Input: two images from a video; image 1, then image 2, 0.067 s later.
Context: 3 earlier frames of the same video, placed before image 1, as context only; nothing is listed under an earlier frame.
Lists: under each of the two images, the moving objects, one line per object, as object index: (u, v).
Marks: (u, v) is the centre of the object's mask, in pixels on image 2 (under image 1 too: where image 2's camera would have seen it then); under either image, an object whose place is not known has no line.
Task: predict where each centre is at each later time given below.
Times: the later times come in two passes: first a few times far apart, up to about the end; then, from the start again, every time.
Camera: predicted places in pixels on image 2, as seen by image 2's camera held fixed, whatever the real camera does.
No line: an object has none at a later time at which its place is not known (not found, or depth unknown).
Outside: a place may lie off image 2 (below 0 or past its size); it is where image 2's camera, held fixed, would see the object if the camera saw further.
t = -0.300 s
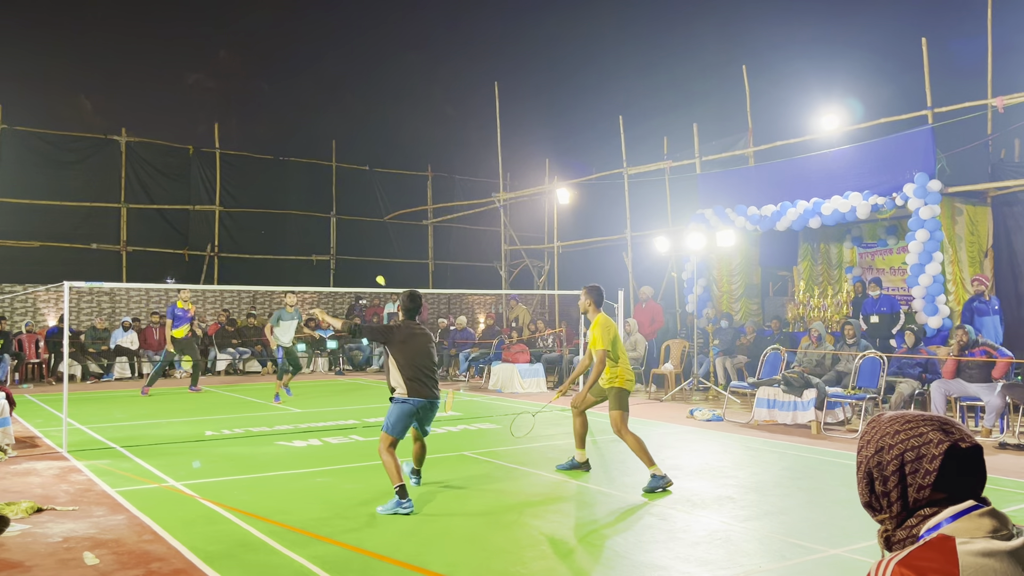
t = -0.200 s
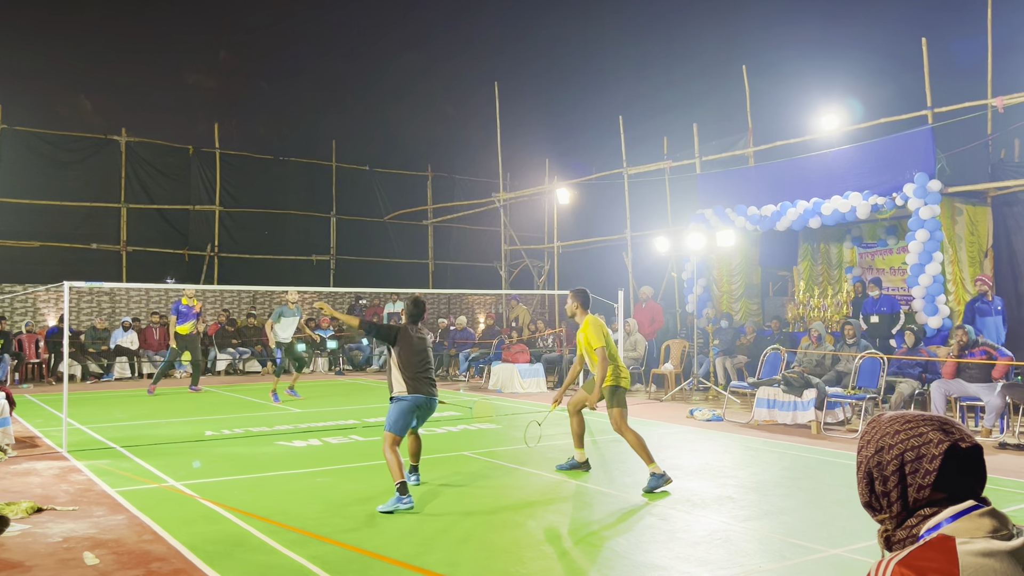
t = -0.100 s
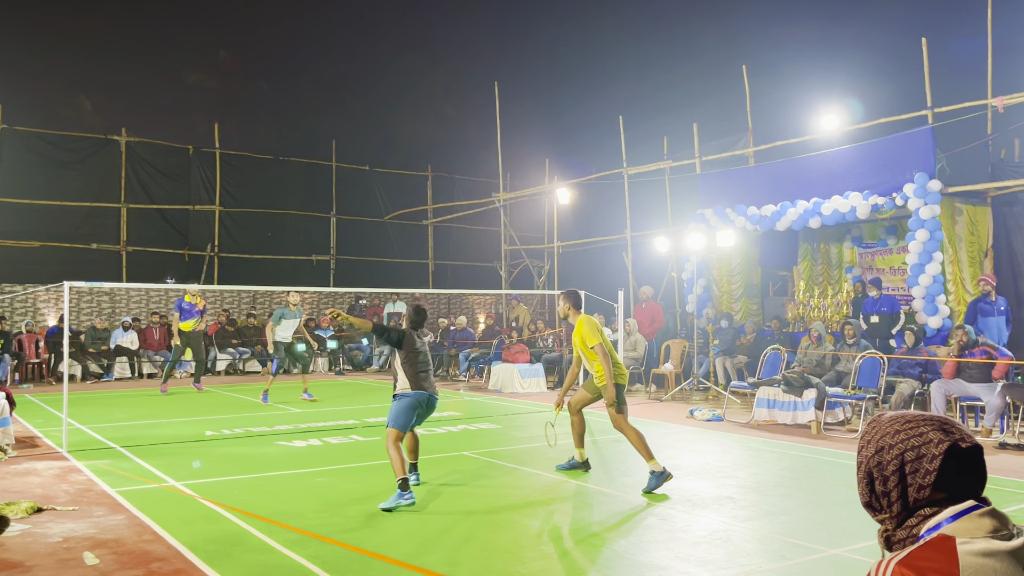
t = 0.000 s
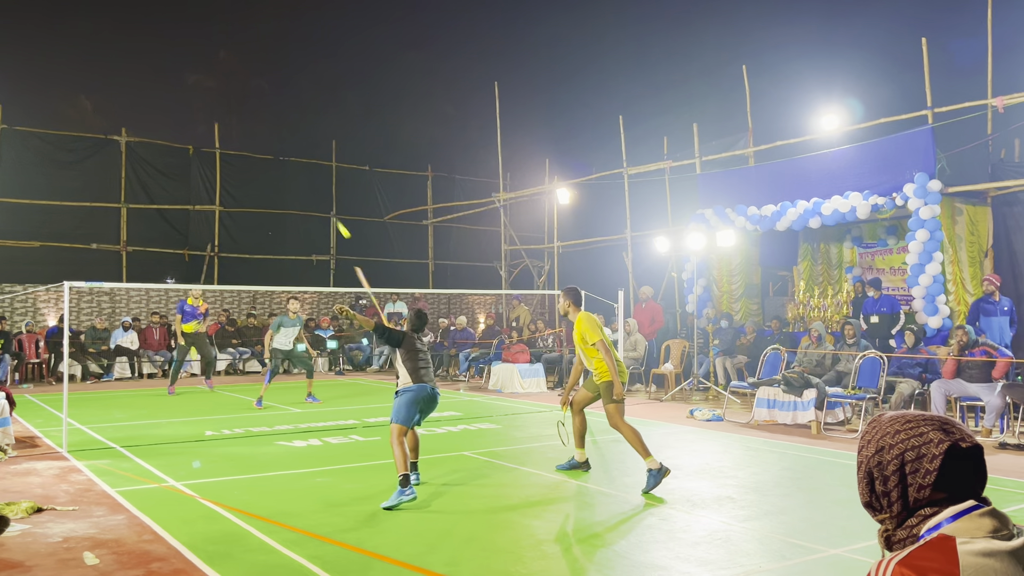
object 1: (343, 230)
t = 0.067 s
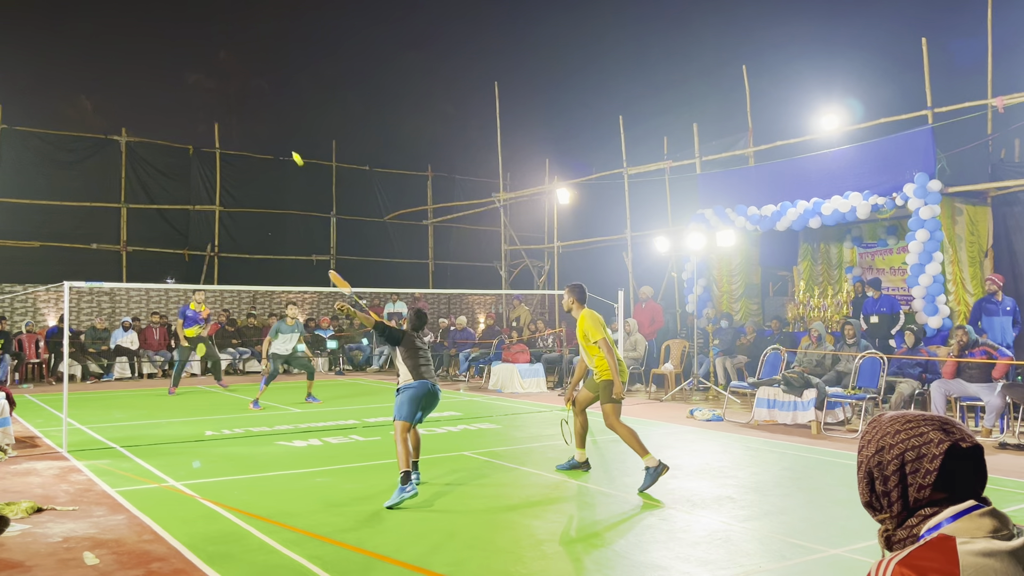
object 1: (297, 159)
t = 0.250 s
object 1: (228, 65)
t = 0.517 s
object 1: (177, 29)
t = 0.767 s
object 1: (147, 48)
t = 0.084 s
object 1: (289, 146)
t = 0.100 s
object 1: (280, 134)
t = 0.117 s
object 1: (273, 123)
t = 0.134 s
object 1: (266, 113)
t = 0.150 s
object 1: (260, 104)
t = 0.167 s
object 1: (253, 96)
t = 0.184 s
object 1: (248, 89)
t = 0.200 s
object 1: (243, 82)
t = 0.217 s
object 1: (238, 76)
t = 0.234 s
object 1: (233, 70)
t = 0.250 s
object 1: (228, 65)
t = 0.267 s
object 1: (224, 60)
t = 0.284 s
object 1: (220, 56)
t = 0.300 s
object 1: (216, 52)
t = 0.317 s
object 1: (212, 49)
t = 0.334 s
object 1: (209, 46)
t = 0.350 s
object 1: (205, 43)
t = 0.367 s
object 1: (202, 40)
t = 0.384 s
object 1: (199, 38)
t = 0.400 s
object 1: (196, 36)
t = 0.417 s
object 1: (193, 34)
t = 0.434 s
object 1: (190, 33)
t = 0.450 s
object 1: (187, 32)
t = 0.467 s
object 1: (184, 31)
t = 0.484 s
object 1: (182, 30)
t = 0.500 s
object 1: (179, 30)
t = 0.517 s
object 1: (177, 29)
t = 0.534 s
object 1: (175, 29)
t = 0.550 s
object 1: (172, 30)
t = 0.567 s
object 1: (170, 30)
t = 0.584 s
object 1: (168, 30)
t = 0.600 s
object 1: (165, 31)
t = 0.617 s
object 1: (163, 32)
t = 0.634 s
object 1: (162, 33)
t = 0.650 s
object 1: (160, 34)
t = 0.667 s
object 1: (158, 36)
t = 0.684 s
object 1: (156, 37)
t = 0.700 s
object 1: (154, 39)
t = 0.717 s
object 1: (152, 41)
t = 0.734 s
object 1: (151, 43)
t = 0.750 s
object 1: (149, 46)
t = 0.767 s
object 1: (147, 48)
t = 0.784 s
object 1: (146, 50)
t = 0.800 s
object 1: (144, 53)
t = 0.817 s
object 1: (143, 56)
